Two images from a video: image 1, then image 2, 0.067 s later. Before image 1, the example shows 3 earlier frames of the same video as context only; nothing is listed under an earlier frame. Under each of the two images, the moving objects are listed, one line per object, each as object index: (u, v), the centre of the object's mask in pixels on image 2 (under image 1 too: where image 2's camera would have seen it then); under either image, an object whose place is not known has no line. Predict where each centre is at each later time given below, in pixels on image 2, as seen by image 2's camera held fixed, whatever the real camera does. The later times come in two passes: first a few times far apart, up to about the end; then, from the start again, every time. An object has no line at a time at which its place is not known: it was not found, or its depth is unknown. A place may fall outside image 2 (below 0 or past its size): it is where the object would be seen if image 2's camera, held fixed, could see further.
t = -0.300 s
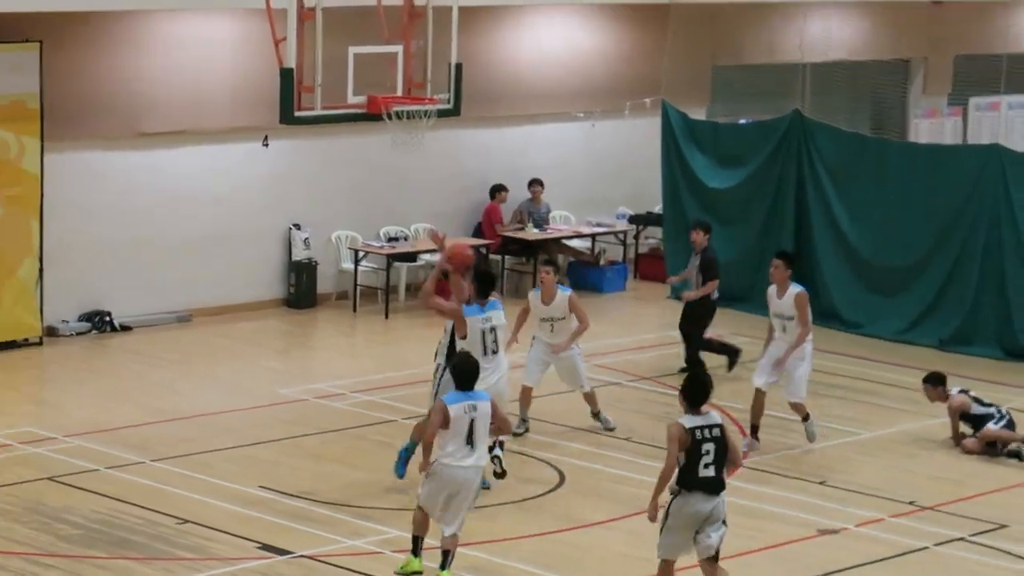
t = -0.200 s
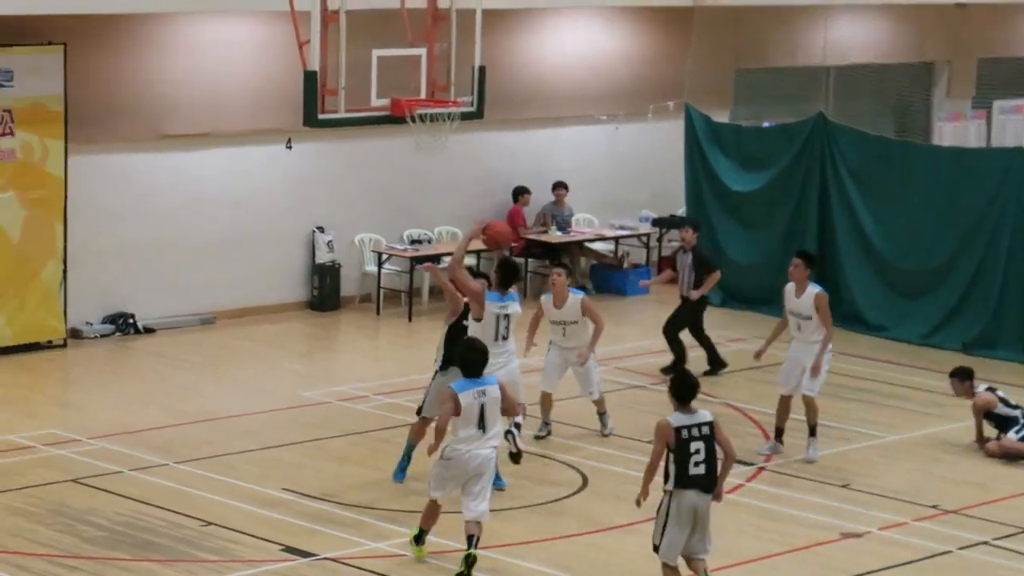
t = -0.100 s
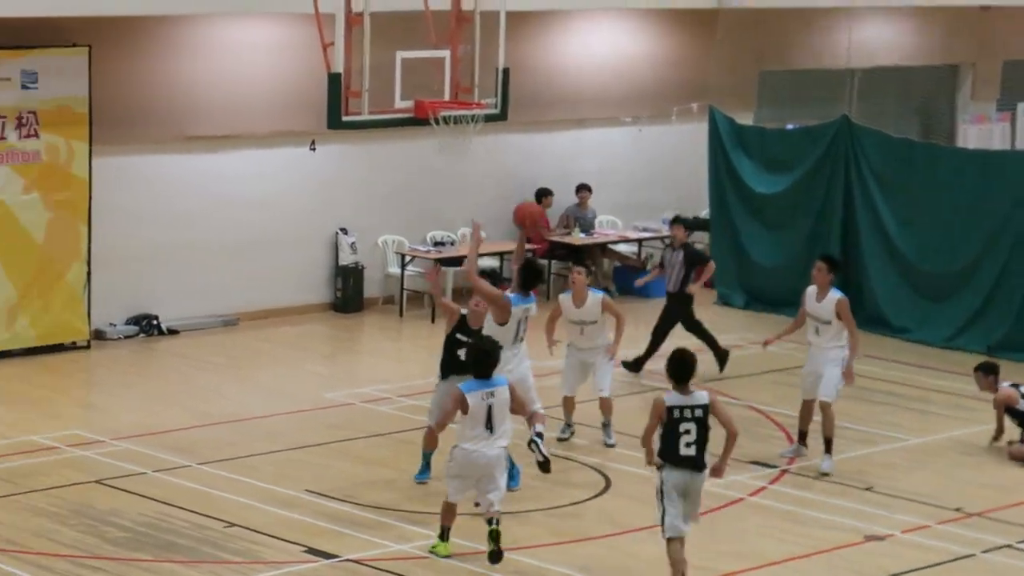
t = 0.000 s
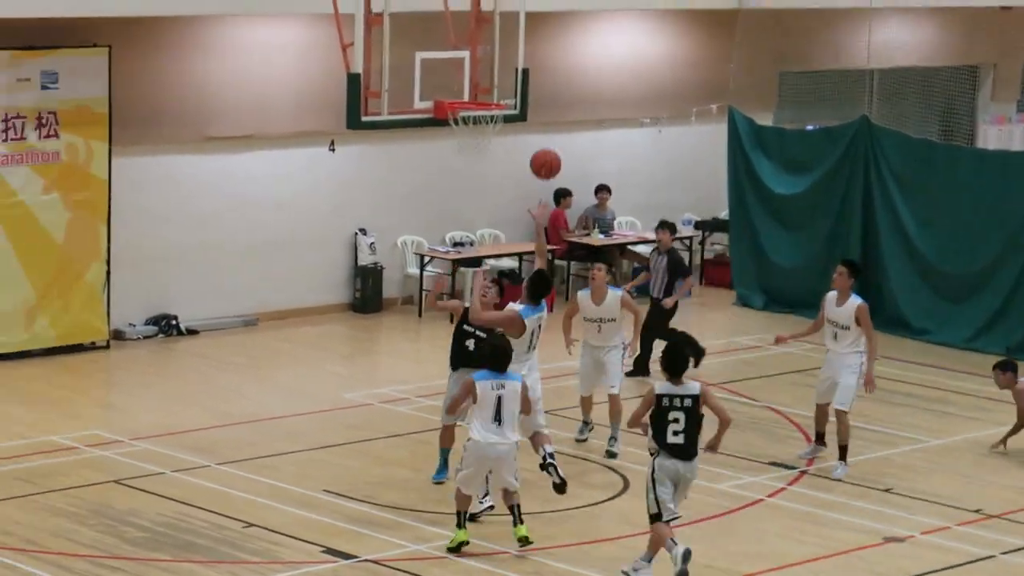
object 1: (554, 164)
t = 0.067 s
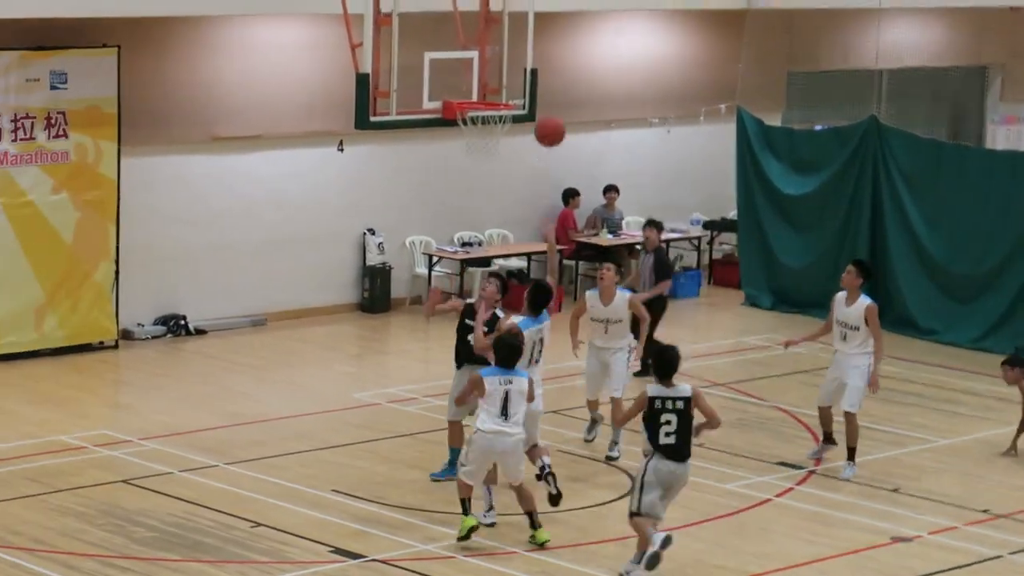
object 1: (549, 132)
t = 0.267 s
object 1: (536, 68)
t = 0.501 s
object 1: (519, 59)
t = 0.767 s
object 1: (514, 89)
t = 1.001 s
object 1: (542, 118)
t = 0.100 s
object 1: (548, 118)
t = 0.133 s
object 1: (546, 105)
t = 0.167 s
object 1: (543, 94)
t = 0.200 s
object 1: (541, 83)
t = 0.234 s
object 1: (539, 75)
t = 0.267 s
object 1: (536, 68)
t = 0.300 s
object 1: (534, 63)
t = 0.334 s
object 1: (531, 59)
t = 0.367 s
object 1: (529, 56)
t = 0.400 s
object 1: (526, 54)
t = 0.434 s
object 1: (524, 55)
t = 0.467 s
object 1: (521, 56)
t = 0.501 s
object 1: (519, 59)
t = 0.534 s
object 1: (515, 63)
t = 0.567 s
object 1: (513, 68)
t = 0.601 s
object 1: (511, 75)
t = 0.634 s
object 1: (508, 83)
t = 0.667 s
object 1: (505, 93)
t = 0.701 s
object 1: (507, 94)
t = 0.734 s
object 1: (511, 90)
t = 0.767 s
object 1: (514, 89)
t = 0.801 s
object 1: (519, 89)
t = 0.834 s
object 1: (523, 90)
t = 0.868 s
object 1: (527, 93)
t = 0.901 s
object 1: (530, 97)
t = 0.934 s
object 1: (534, 102)
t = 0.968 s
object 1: (539, 109)
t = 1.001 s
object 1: (542, 118)
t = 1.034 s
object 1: (545, 127)
